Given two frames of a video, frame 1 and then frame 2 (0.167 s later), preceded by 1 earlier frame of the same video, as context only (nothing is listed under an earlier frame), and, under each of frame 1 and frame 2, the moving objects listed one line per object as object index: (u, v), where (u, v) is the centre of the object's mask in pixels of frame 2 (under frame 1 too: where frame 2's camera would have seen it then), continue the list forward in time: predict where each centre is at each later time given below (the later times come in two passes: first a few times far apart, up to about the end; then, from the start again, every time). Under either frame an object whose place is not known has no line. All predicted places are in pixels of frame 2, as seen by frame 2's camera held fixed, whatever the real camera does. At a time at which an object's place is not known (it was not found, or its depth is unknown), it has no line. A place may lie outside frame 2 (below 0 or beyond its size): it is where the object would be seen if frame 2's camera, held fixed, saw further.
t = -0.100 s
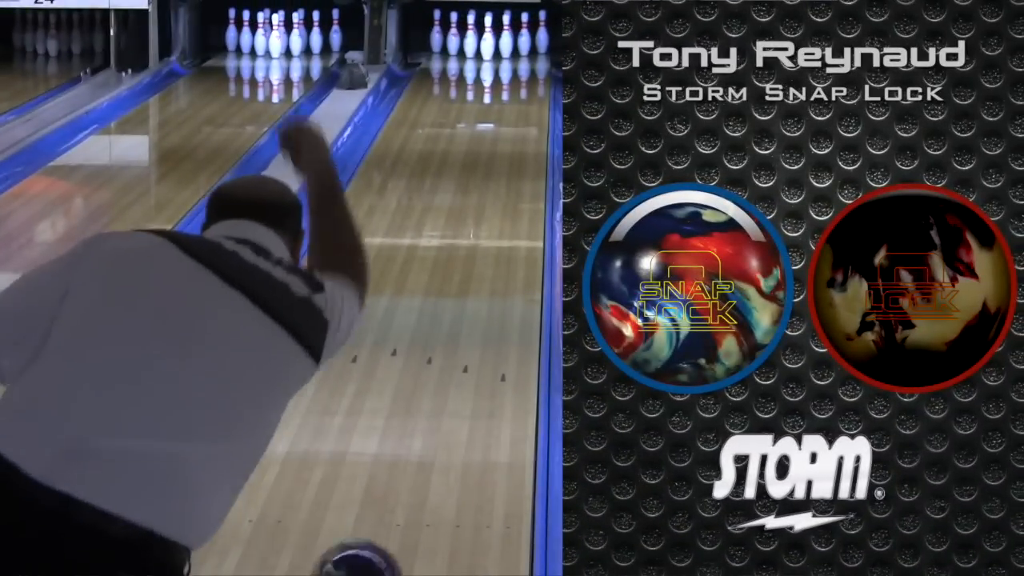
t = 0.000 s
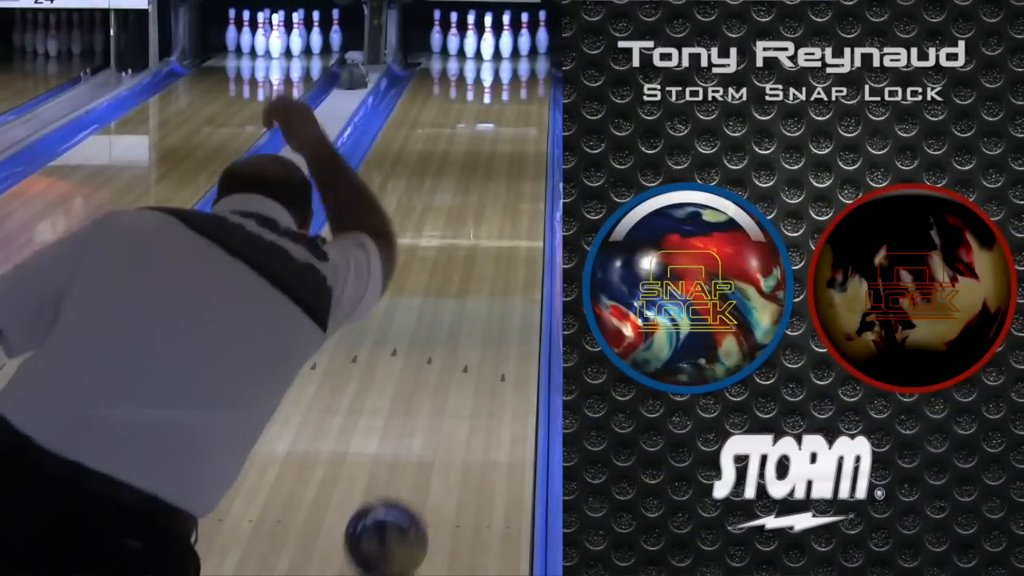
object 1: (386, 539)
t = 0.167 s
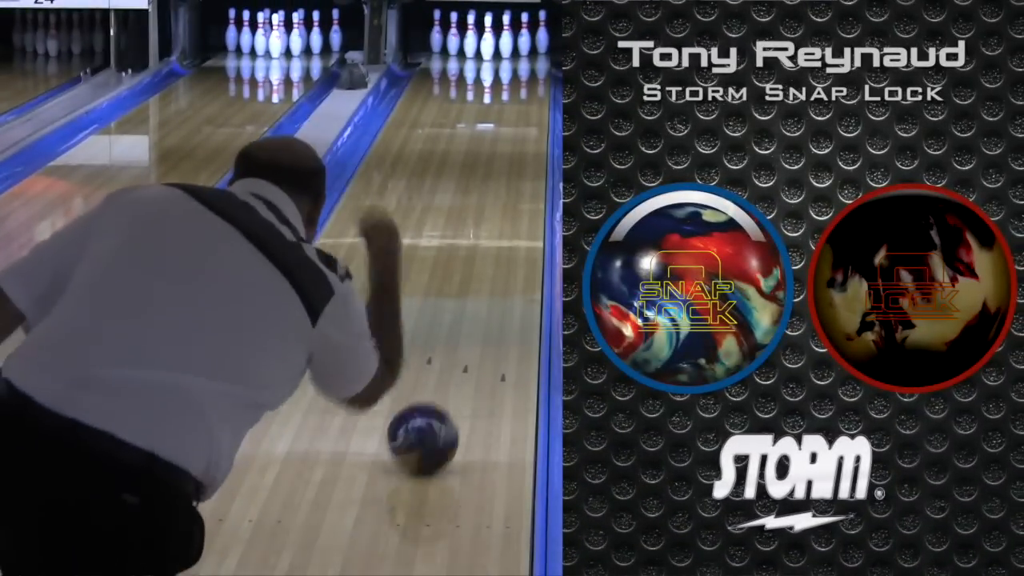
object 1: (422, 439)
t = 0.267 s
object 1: (439, 390)
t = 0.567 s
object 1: (476, 279)
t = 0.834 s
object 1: (497, 213)
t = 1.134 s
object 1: (511, 159)
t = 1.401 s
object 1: (520, 122)
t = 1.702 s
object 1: (523, 91)
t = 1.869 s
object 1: (521, 77)
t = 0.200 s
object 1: (428, 422)
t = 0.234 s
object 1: (434, 405)
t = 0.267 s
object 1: (439, 390)
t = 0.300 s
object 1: (444, 376)
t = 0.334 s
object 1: (449, 361)
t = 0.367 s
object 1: (454, 347)
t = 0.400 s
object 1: (458, 335)
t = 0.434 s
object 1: (462, 323)
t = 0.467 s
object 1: (465, 311)
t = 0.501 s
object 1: (469, 301)
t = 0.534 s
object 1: (473, 290)
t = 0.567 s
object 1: (476, 279)
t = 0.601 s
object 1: (479, 270)
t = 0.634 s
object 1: (482, 261)
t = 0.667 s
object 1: (485, 252)
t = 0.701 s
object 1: (487, 244)
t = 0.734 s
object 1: (490, 236)
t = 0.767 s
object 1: (492, 228)
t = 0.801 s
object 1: (494, 220)
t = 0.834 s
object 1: (497, 213)
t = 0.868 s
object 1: (499, 207)
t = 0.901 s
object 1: (499, 200)
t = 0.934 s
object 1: (503, 194)
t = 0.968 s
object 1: (505, 187)
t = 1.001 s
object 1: (505, 181)
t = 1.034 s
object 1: (508, 175)
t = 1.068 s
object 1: (509, 169)
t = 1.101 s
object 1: (510, 163)
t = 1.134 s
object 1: (511, 159)
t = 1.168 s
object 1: (513, 154)
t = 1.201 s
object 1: (515, 147)
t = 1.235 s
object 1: (516, 143)
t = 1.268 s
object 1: (517, 139)
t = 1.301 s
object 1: (518, 135)
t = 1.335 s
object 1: (518, 130)
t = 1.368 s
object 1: (519, 127)
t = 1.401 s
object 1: (520, 122)
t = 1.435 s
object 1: (521, 118)
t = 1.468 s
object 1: (521, 114)
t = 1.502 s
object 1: (522, 110)
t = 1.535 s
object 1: (522, 106)
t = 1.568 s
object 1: (521, 105)
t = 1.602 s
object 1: (522, 100)
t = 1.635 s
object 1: (523, 96)
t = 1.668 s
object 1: (523, 93)
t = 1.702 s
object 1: (523, 91)
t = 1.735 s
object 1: (523, 88)
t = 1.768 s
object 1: (523, 85)
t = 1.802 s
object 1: (522, 82)
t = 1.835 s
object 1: (522, 80)
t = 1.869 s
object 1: (521, 77)
